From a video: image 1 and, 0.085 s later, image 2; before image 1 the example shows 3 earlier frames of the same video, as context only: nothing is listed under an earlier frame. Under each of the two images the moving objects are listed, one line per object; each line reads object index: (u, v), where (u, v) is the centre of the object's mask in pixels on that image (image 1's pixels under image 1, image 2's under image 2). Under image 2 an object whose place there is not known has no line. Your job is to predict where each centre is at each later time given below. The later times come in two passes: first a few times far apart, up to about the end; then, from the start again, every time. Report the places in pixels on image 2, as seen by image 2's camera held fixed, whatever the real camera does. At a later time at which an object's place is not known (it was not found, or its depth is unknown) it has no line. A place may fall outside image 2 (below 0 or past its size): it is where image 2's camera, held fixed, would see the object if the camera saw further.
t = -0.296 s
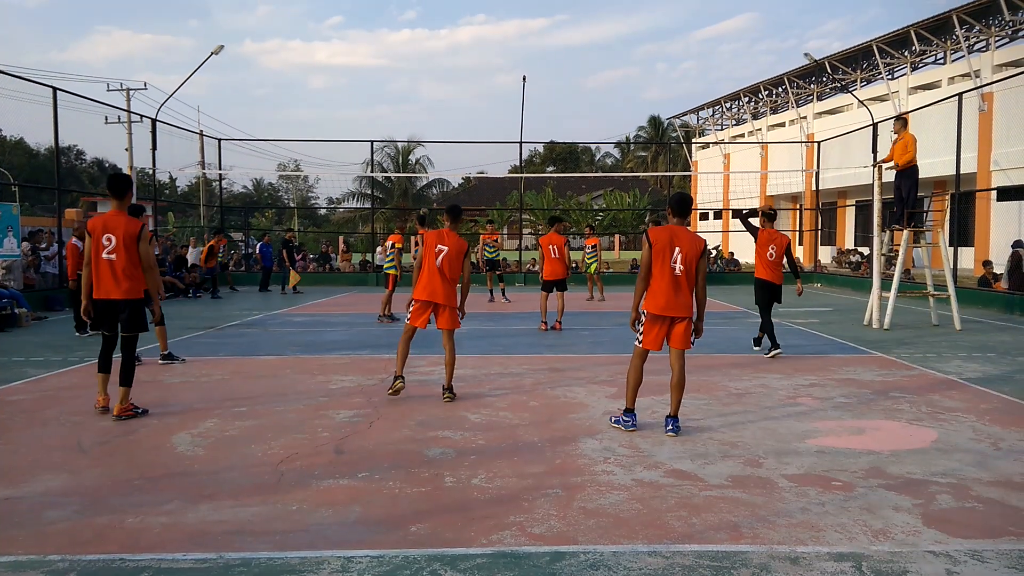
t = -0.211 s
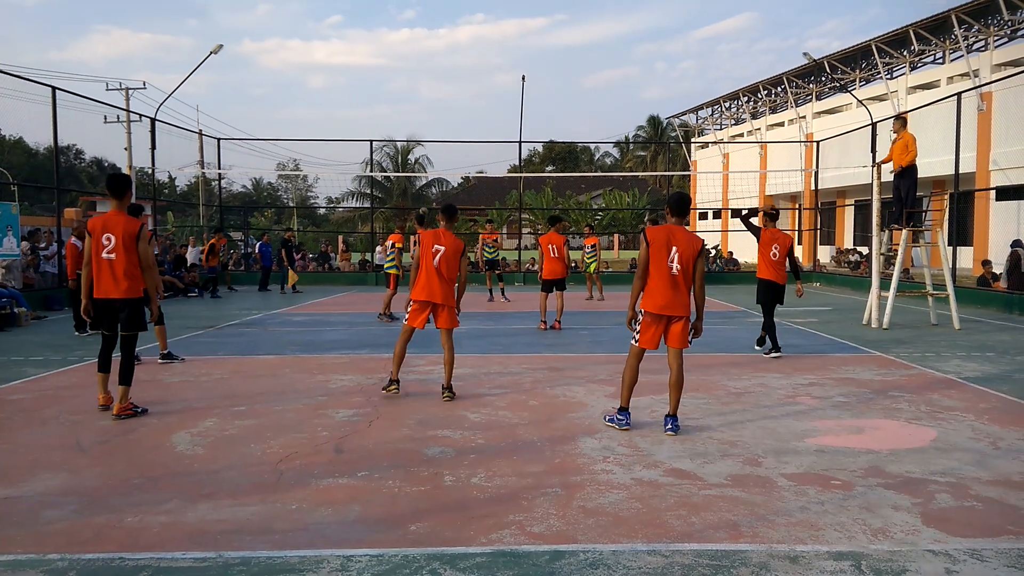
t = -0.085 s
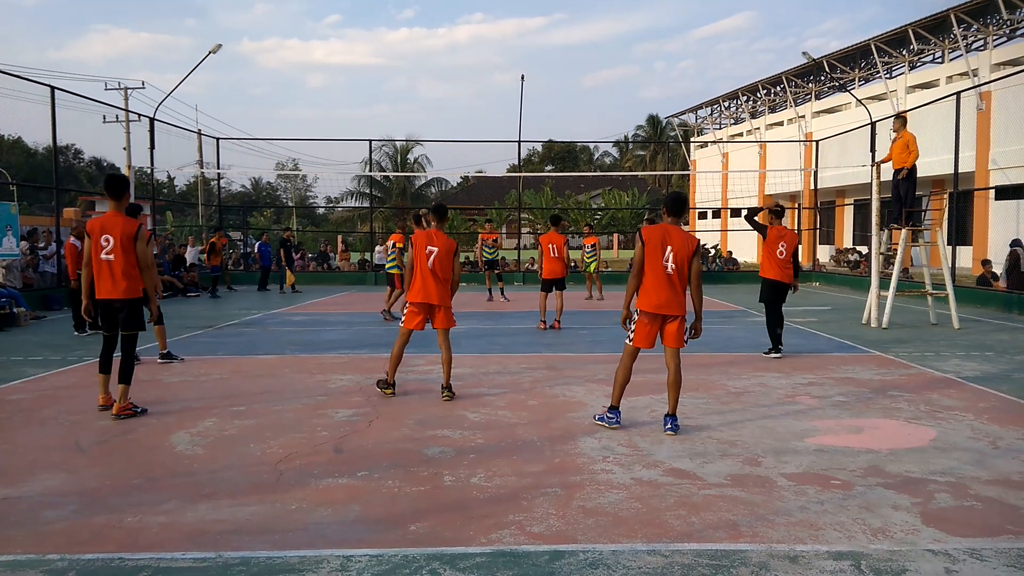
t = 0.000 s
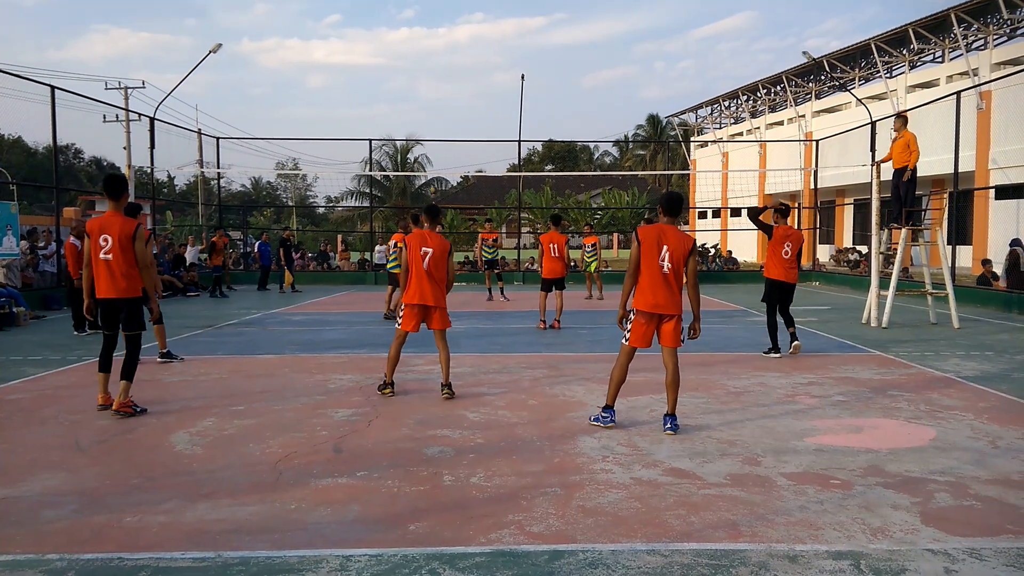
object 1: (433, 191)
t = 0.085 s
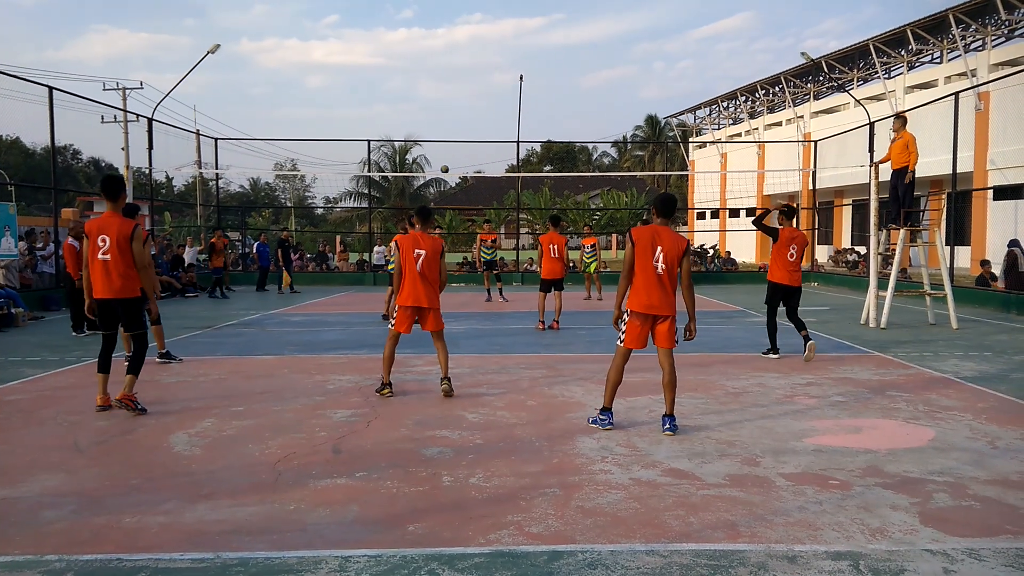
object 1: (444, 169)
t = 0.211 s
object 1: (463, 138)
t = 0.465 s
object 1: (507, 84)
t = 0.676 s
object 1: (551, 53)
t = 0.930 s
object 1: (620, 40)
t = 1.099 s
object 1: (680, 56)
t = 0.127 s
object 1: (451, 159)
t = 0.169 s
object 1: (457, 149)
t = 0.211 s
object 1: (463, 138)
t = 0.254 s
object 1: (469, 129)
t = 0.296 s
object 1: (476, 119)
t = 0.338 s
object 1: (484, 110)
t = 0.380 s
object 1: (491, 101)
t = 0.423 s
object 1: (499, 92)
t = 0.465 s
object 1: (507, 84)
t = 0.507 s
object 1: (515, 77)
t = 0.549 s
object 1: (523, 70)
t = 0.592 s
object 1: (532, 63)
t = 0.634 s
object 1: (542, 58)
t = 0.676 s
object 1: (551, 53)
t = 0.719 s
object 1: (561, 48)
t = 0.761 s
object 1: (572, 45)
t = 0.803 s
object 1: (583, 42)
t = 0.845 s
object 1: (595, 40)
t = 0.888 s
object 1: (607, 39)
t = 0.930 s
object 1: (620, 40)
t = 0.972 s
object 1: (633, 42)
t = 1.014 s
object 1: (648, 45)
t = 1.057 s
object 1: (663, 50)
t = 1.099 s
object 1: (680, 56)
